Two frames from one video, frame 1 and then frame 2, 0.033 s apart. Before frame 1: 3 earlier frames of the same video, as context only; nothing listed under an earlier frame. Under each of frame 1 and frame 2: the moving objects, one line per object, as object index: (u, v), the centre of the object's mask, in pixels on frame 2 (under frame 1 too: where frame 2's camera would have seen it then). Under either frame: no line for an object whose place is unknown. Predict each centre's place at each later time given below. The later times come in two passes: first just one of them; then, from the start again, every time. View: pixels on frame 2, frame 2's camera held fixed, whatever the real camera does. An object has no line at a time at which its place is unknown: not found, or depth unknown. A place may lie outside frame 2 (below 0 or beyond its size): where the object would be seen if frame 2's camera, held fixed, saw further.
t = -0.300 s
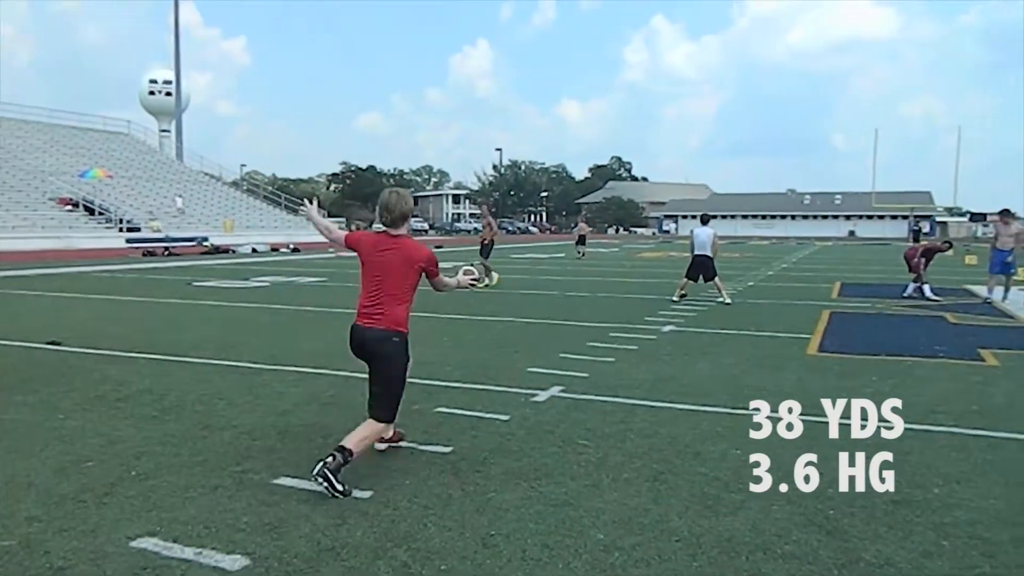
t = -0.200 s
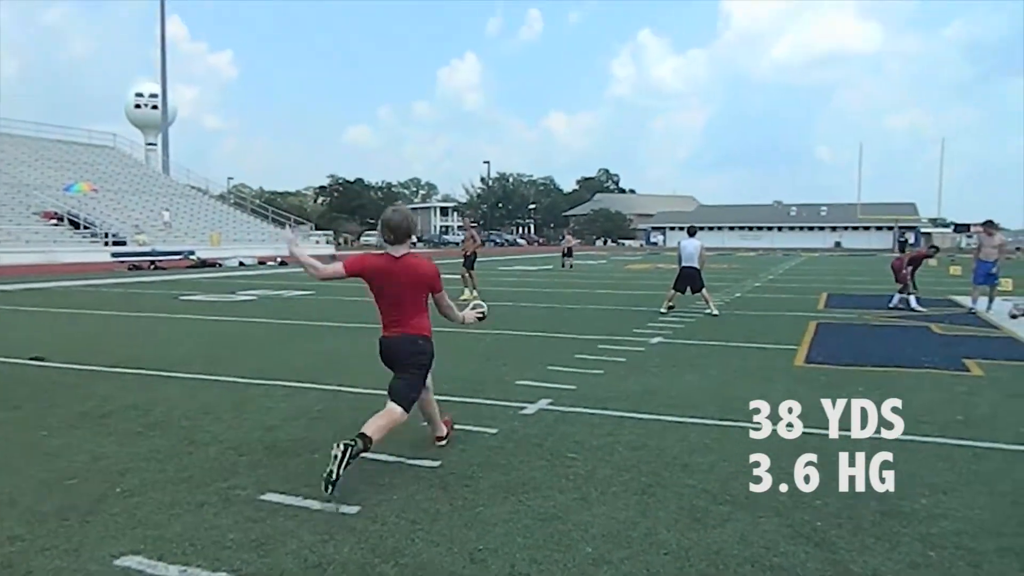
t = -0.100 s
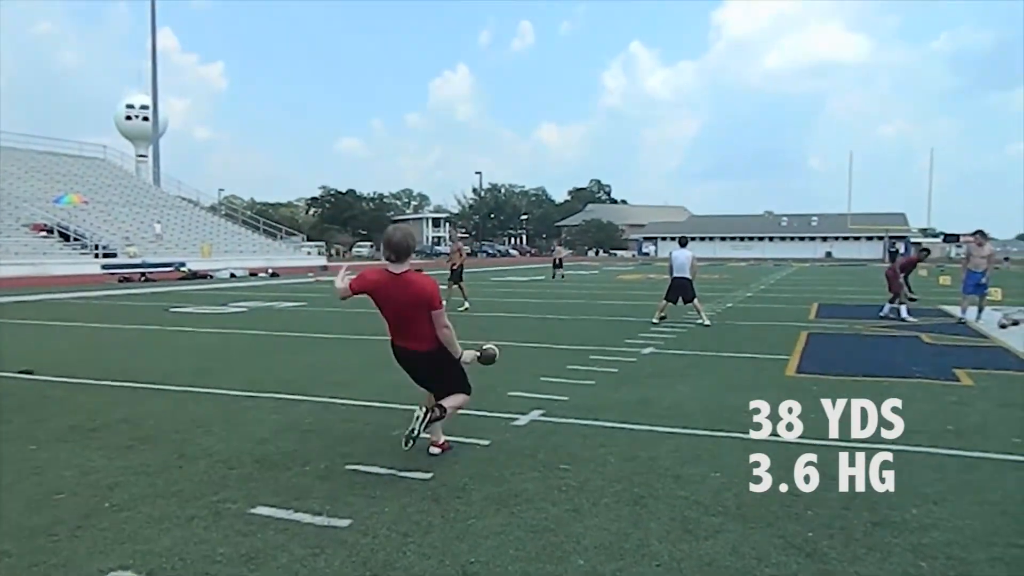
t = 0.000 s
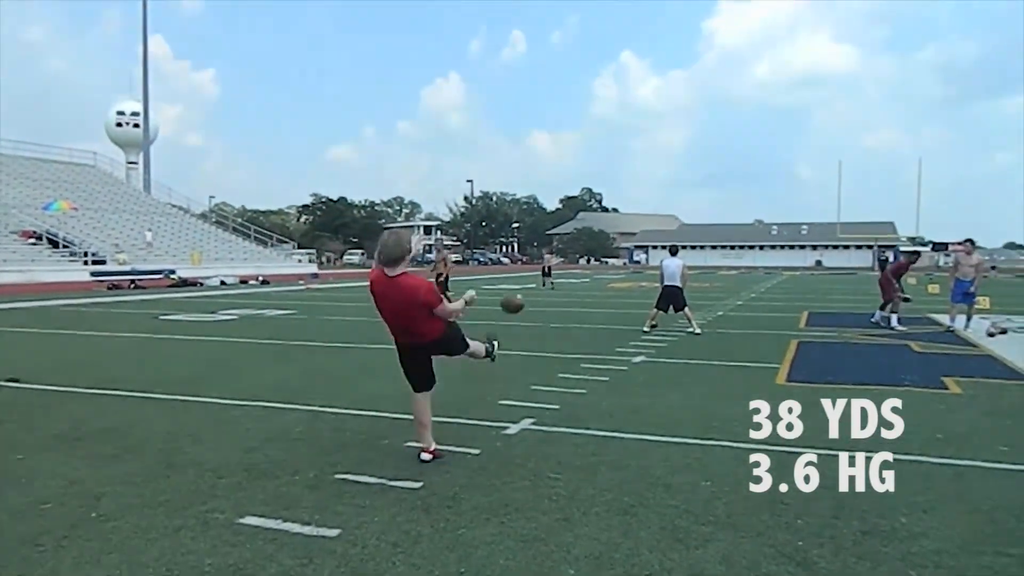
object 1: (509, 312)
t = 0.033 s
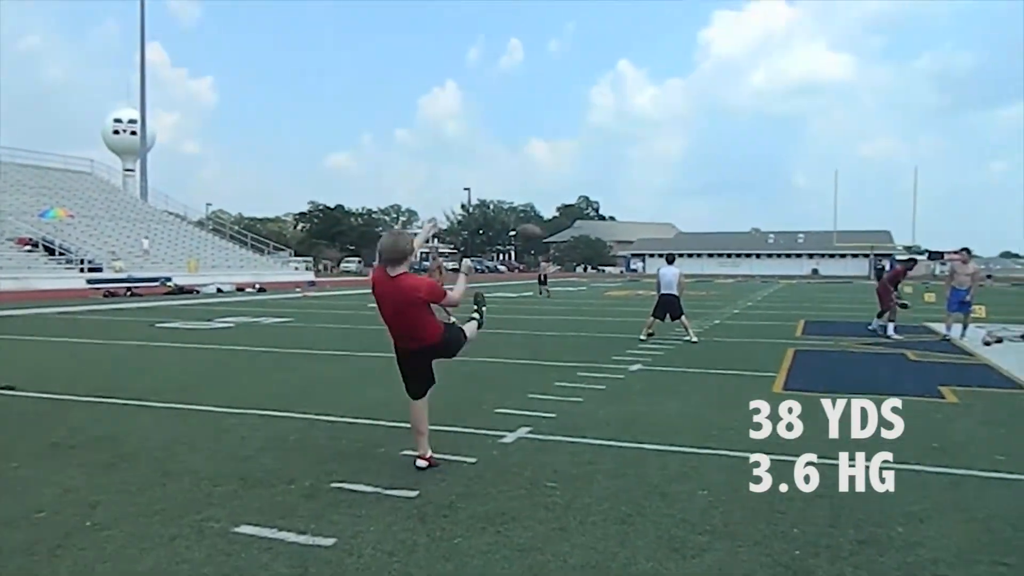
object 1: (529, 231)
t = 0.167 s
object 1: (574, 27)
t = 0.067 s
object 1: (544, 168)
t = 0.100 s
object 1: (556, 113)
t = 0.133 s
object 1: (566, 67)
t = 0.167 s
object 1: (574, 27)
